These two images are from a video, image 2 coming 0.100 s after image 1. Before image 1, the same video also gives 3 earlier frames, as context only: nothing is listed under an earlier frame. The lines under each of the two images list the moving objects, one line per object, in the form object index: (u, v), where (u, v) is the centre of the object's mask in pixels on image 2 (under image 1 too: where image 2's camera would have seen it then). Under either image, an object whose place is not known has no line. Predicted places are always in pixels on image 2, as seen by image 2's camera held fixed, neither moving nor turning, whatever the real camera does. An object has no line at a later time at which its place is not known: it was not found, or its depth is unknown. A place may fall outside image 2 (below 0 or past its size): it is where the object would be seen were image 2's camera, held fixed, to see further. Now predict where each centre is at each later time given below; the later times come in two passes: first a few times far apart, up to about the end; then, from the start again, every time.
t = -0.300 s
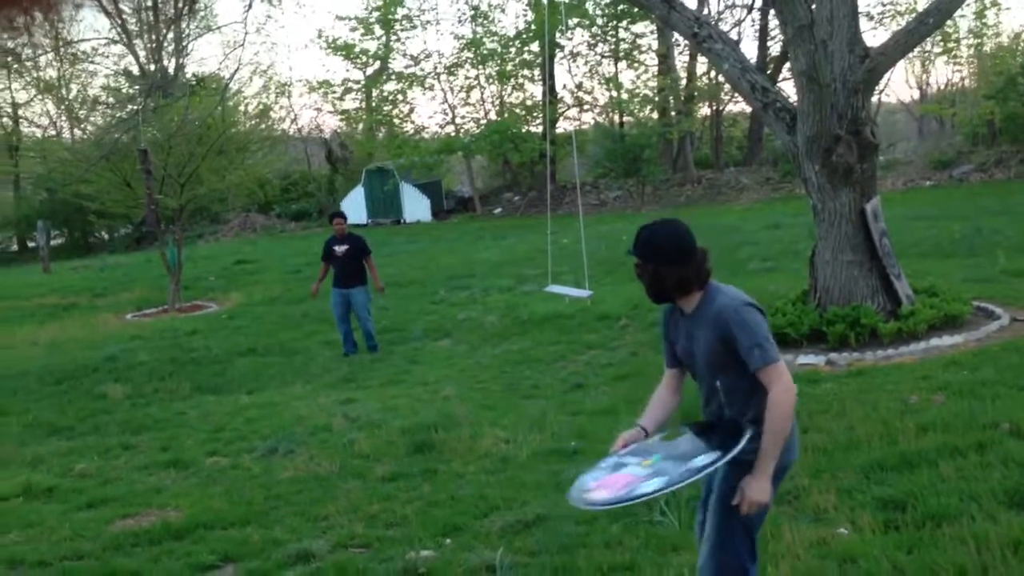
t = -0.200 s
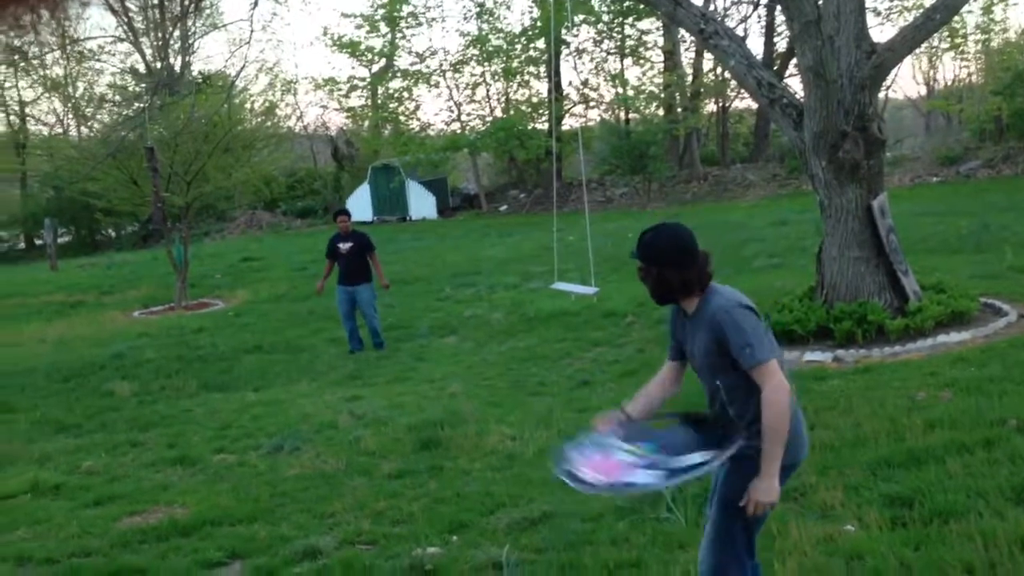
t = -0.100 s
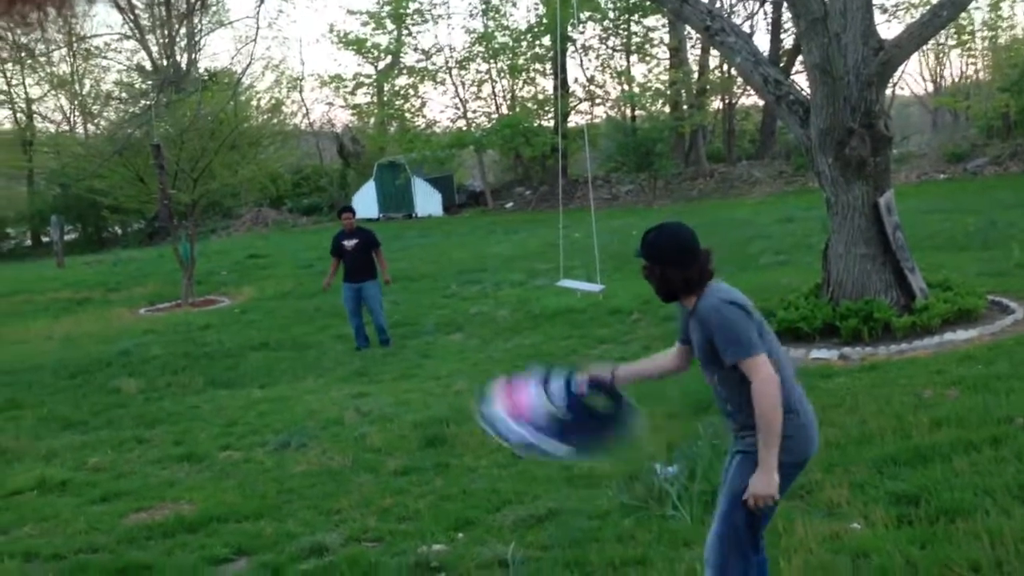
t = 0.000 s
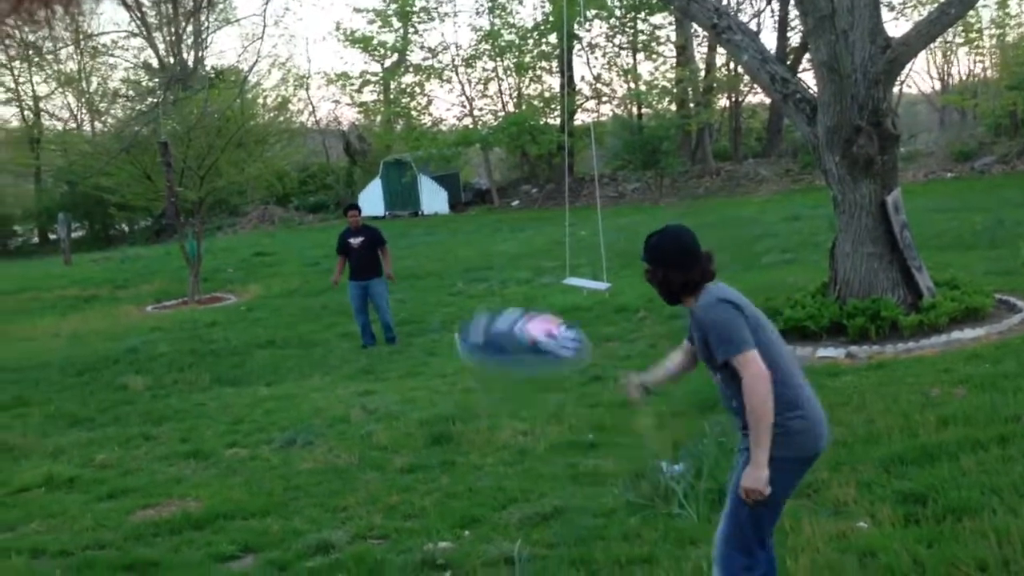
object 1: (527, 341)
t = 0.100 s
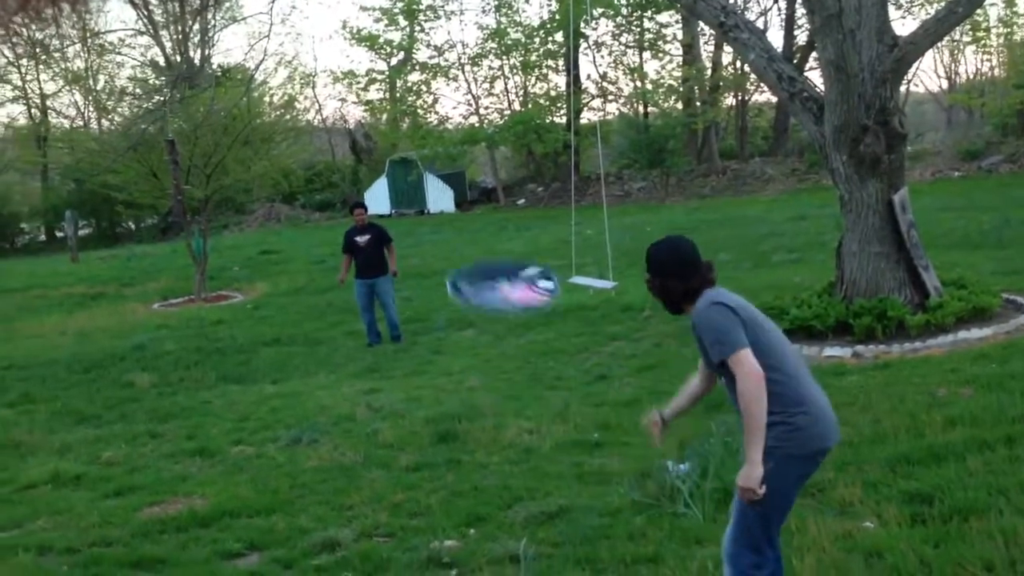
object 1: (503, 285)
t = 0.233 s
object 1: (483, 237)
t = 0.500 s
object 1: (463, 180)
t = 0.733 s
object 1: (453, 158)
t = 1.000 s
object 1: (457, 148)
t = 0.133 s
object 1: (497, 272)
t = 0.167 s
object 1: (493, 259)
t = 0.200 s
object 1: (486, 247)
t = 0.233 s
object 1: (483, 237)
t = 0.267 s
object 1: (479, 227)
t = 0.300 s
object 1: (475, 217)
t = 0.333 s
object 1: (472, 209)
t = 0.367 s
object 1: (469, 201)
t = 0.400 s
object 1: (468, 195)
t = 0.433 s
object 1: (465, 189)
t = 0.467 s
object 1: (464, 185)
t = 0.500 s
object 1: (463, 180)
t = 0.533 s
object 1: (462, 175)
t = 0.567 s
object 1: (461, 172)
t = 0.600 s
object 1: (460, 169)
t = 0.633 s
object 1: (459, 167)
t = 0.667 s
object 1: (459, 165)
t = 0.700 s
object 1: (455, 160)
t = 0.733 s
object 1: (453, 158)
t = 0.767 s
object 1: (454, 156)
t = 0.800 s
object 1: (454, 154)
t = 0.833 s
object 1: (454, 153)
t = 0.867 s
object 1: (455, 151)
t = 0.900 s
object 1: (455, 150)
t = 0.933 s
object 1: (456, 149)
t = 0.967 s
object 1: (456, 148)
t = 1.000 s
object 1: (457, 148)
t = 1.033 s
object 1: (457, 147)
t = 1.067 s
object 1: (455, 146)
